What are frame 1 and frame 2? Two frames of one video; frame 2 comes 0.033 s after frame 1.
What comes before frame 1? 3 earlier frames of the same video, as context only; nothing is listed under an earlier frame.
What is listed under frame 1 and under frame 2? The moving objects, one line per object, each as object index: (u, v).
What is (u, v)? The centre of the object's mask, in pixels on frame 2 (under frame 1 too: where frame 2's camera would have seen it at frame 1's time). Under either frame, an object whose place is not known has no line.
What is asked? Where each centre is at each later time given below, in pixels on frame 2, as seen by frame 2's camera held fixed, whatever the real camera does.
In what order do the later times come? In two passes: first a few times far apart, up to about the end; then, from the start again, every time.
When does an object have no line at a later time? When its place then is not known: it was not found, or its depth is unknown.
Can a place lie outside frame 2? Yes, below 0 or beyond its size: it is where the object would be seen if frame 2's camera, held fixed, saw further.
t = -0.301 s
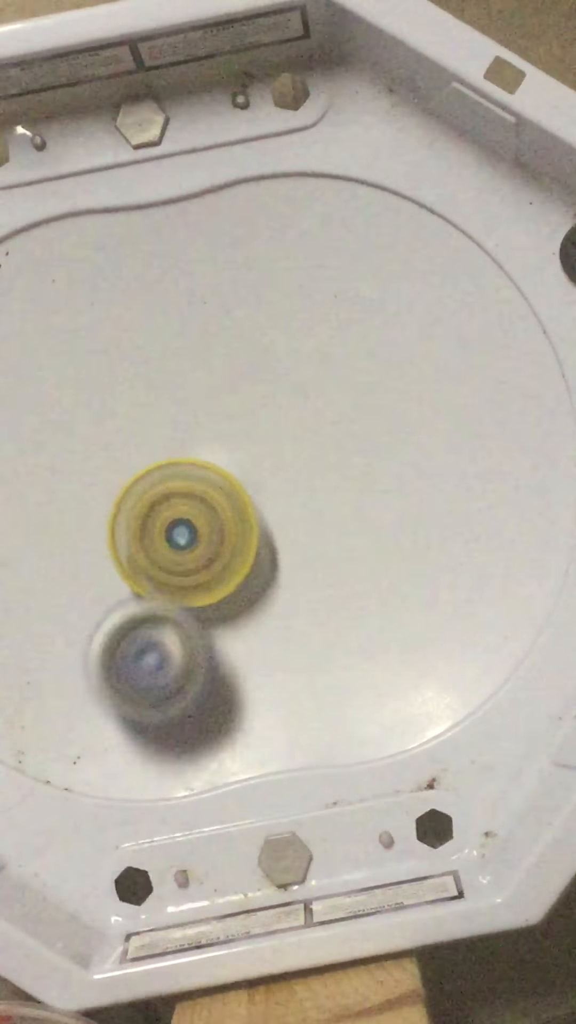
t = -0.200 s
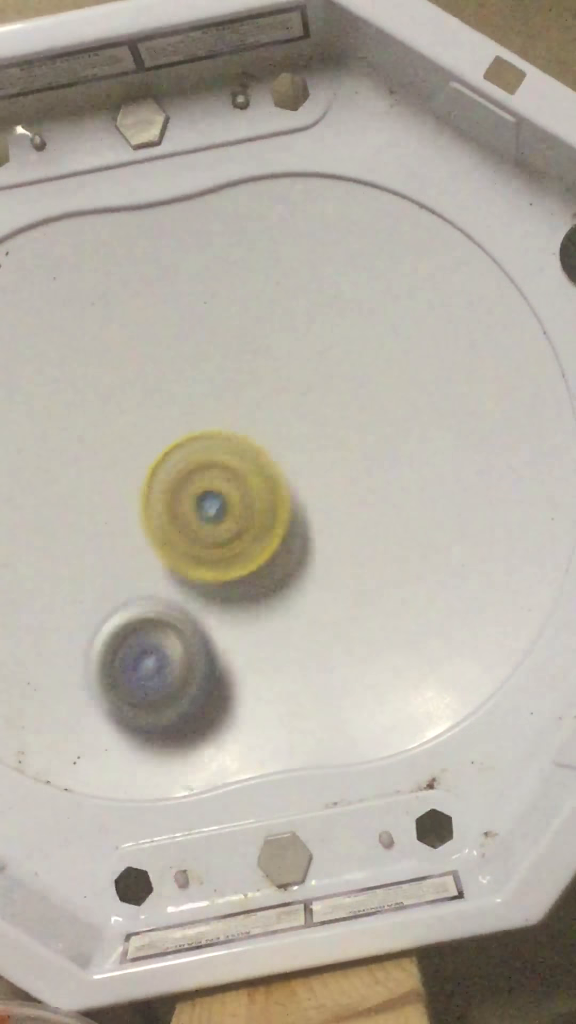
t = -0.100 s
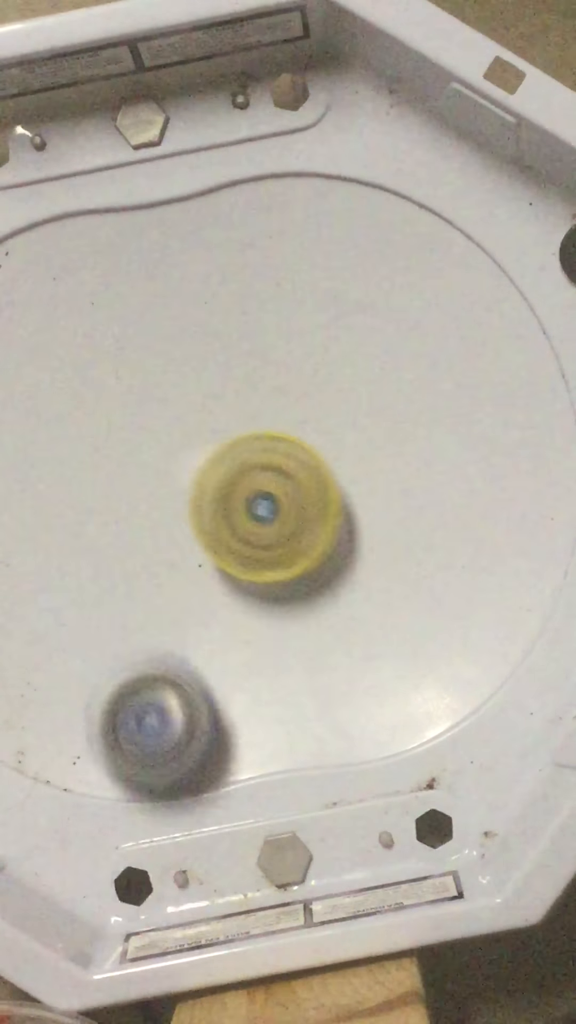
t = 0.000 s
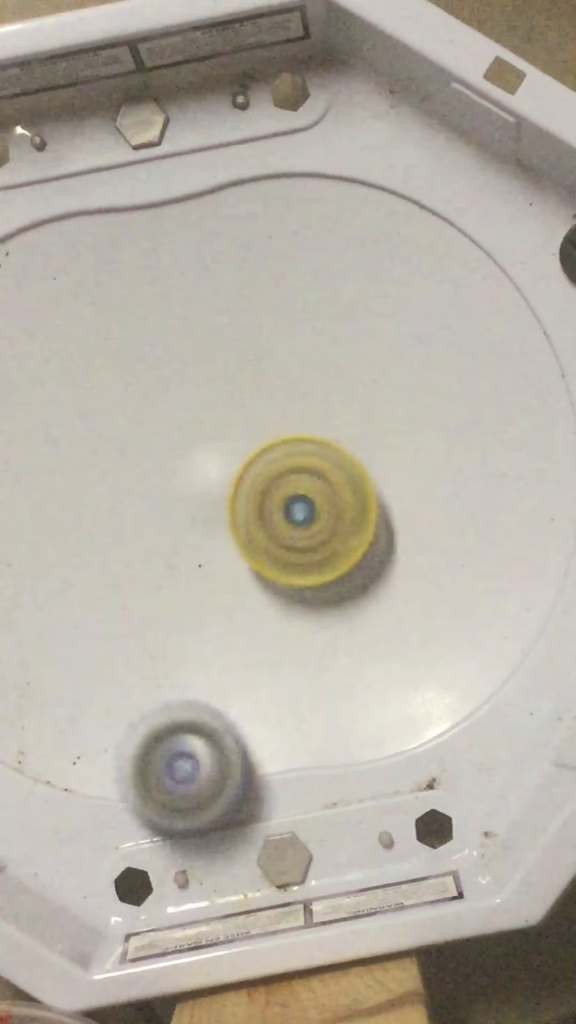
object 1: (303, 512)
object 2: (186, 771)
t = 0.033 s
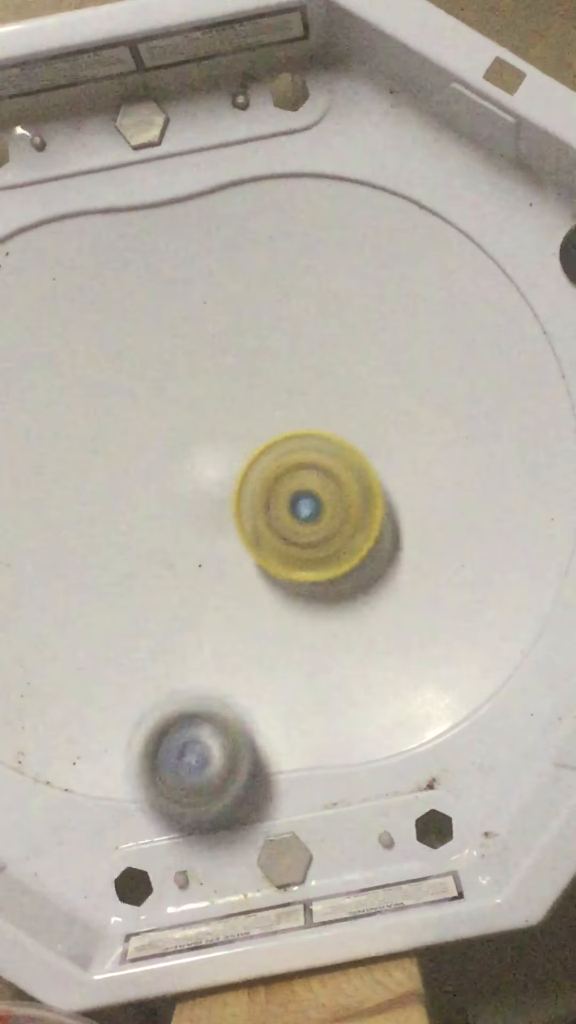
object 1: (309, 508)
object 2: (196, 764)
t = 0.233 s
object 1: (304, 462)
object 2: (222, 692)
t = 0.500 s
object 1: (308, 466)
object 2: (121, 597)
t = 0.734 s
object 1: (296, 538)
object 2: (37, 569)
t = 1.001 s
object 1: (241, 549)
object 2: (26, 545)
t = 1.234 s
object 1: (194, 538)
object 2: (50, 489)
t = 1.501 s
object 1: (224, 538)
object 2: (60, 367)
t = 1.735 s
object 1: (241, 533)
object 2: (54, 326)
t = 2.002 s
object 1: (252, 523)
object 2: (151, 388)
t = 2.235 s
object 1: (296, 597)
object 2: (247, 360)
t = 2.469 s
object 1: (306, 543)
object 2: (342, 359)
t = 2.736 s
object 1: (254, 524)
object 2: (402, 374)
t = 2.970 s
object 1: (177, 540)
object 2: (405, 436)
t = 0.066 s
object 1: (310, 501)
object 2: (204, 743)
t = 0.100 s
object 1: (309, 495)
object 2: (212, 728)
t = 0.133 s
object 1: (307, 488)
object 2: (219, 718)
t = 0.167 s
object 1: (306, 479)
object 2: (225, 712)
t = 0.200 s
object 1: (305, 470)
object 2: (225, 704)
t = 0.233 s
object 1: (304, 462)
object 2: (222, 692)
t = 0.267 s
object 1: (304, 455)
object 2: (218, 681)
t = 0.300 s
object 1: (306, 450)
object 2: (209, 668)
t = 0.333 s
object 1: (308, 447)
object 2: (198, 652)
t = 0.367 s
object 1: (309, 448)
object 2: (186, 639)
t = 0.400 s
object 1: (309, 450)
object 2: (173, 627)
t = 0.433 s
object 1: (309, 454)
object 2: (156, 615)
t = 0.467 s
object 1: (308, 460)
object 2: (140, 605)
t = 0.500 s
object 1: (308, 466)
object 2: (121, 597)
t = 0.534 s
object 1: (308, 473)
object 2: (103, 591)
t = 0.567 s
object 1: (307, 484)
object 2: (86, 586)
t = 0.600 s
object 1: (306, 495)
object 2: (68, 583)
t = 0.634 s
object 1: (305, 506)
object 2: (53, 577)
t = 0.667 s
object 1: (303, 517)
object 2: (48, 574)
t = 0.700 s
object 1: (300, 527)
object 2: (41, 571)
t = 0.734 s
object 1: (296, 538)
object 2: (37, 569)
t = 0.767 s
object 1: (292, 546)
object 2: (32, 565)
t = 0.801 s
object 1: (286, 552)
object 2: (28, 563)
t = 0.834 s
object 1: (279, 556)
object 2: (26, 562)
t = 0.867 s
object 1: (272, 559)
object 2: (24, 559)
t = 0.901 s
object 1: (264, 559)
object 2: (23, 556)
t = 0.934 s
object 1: (256, 557)
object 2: (23, 552)
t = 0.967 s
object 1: (248, 553)
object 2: (24, 549)
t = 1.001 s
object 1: (241, 549)
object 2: (26, 545)
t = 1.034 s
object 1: (234, 541)
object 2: (28, 539)
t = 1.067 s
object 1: (227, 534)
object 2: (29, 532)
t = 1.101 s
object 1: (222, 529)
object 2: (32, 525)
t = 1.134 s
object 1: (214, 530)
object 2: (36, 518)
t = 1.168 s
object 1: (206, 532)
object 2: (40, 508)
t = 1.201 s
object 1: (199, 536)
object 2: (44, 501)
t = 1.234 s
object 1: (194, 538)
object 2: (50, 489)
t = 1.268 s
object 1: (190, 538)
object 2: (58, 481)
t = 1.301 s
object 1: (195, 542)
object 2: (59, 465)
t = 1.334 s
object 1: (206, 546)
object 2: (58, 445)
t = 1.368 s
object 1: (213, 547)
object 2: (60, 428)
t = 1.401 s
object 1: (218, 546)
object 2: (63, 413)
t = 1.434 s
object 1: (220, 544)
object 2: (62, 396)
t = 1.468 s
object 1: (222, 541)
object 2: (63, 384)
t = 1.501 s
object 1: (224, 538)
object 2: (60, 367)
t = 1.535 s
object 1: (226, 535)
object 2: (62, 358)
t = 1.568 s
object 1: (228, 534)
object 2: (59, 345)
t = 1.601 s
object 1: (231, 534)
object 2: (59, 338)
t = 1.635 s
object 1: (234, 534)
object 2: (56, 330)
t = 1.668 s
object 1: (237, 534)
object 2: (55, 326)
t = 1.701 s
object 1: (239, 533)
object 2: (53, 325)
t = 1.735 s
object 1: (241, 533)
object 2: (54, 326)
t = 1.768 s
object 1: (242, 531)
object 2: (56, 331)
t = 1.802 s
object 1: (244, 530)
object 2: (62, 337)
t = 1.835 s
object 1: (245, 529)
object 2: (73, 345)
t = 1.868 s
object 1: (246, 527)
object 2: (85, 353)
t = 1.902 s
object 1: (248, 526)
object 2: (98, 361)
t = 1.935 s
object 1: (249, 525)
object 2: (113, 370)
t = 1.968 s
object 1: (251, 524)
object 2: (134, 381)
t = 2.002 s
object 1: (252, 523)
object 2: (151, 388)
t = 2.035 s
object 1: (253, 522)
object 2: (169, 395)
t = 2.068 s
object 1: (258, 529)
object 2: (186, 392)
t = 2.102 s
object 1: (269, 557)
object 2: (195, 375)
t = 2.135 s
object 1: (275, 576)
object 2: (208, 367)
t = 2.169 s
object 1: (281, 587)
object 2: (221, 363)
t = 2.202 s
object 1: (288, 594)
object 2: (232, 361)
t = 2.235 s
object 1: (296, 597)
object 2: (247, 360)
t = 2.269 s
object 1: (301, 597)
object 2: (258, 360)
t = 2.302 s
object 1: (304, 593)
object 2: (273, 361)
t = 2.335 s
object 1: (306, 586)
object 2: (287, 360)
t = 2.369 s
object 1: (307, 577)
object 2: (300, 360)
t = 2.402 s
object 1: (307, 565)
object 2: (313, 359)
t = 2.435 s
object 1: (307, 554)
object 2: (328, 359)
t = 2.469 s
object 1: (306, 543)
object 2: (342, 359)
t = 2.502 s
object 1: (304, 534)
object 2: (350, 359)
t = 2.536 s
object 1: (301, 526)
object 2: (361, 358)
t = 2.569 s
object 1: (297, 522)
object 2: (372, 359)
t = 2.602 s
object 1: (291, 519)
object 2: (380, 361)
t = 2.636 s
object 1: (283, 519)
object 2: (388, 362)
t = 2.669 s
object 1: (273, 521)
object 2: (392, 365)
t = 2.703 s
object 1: (263, 523)
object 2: (397, 368)
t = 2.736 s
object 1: (254, 524)
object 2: (402, 374)
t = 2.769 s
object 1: (246, 526)
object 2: (404, 378)
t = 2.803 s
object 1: (235, 529)
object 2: (407, 386)
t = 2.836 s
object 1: (221, 534)
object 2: (409, 394)
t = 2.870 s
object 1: (207, 538)
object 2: (408, 402)
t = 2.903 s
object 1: (194, 540)
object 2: (408, 412)
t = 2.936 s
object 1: (184, 541)
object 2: (406, 423)
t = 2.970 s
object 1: (177, 540)
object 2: (405, 436)
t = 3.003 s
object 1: (171, 537)
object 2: (402, 447)
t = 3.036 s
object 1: (167, 534)
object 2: (399, 459)
